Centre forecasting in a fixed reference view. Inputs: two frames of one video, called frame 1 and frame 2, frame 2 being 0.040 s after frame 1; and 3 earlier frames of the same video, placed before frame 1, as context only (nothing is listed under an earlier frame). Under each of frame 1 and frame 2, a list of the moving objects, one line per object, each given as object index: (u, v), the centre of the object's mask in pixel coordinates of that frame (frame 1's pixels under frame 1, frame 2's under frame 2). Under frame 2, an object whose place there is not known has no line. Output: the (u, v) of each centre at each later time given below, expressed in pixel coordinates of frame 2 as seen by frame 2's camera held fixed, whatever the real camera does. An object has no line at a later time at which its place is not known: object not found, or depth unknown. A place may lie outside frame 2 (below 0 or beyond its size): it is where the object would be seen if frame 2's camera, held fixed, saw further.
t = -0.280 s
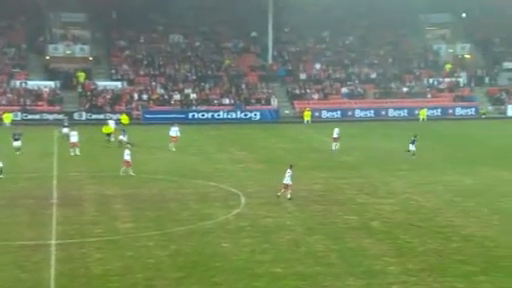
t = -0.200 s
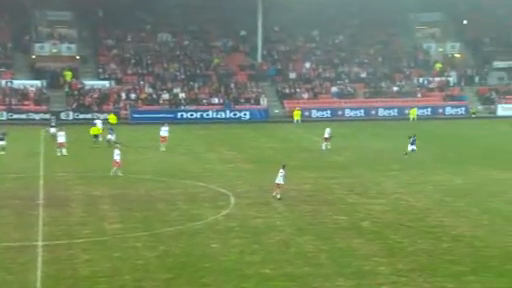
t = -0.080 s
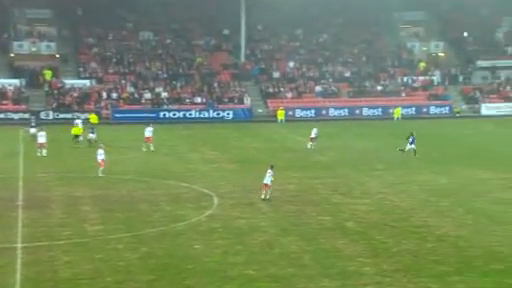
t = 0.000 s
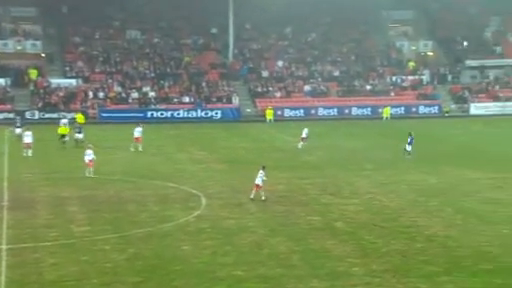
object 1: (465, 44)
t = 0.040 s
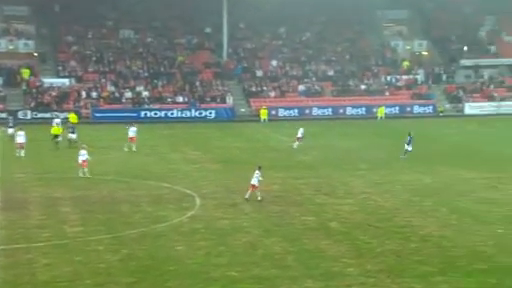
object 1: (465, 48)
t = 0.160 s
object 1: (482, 65)
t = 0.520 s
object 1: (534, 128)
